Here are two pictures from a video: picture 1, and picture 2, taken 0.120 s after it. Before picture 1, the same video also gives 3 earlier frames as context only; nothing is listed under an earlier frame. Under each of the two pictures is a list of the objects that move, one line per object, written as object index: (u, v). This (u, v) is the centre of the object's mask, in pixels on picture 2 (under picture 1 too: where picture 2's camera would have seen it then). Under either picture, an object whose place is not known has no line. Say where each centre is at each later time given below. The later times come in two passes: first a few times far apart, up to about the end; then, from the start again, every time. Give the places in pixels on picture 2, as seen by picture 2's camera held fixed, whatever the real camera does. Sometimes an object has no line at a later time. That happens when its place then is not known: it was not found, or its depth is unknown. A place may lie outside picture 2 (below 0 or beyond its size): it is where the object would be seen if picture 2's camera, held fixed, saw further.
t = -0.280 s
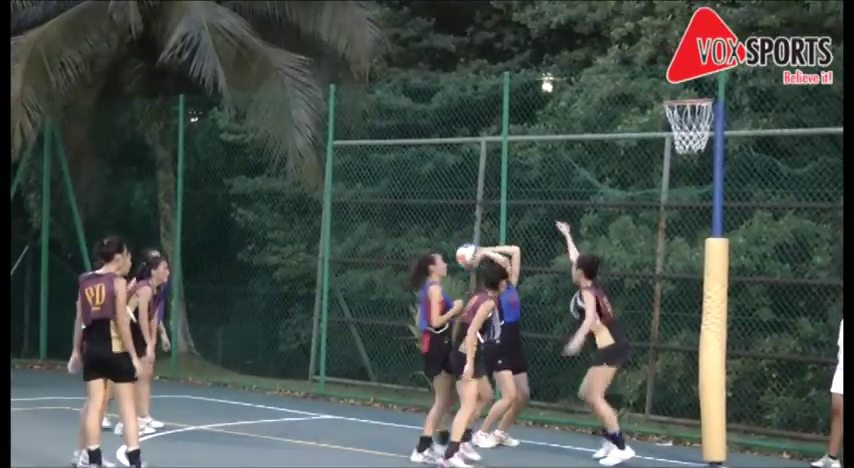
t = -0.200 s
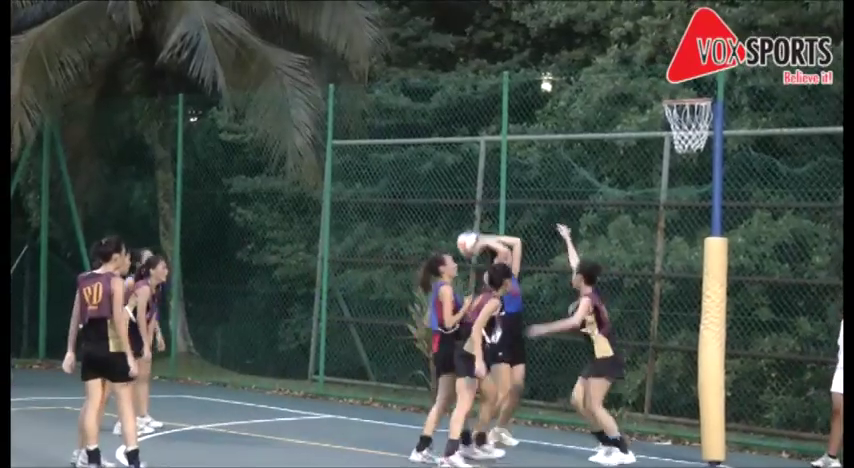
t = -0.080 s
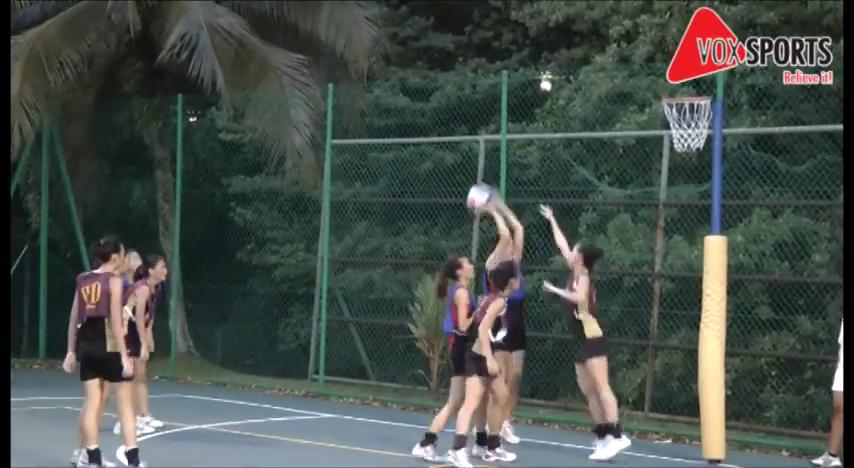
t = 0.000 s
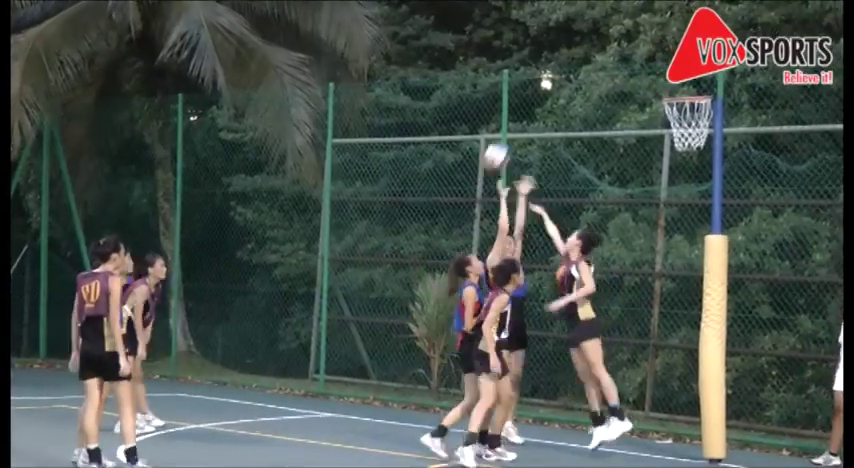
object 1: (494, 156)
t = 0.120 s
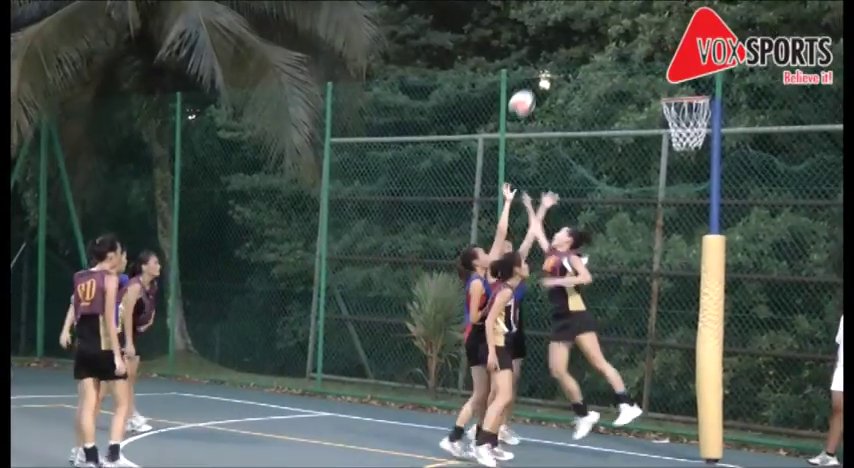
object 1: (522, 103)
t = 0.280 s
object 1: (558, 55)
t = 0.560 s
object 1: (620, 41)
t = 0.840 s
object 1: (682, 89)
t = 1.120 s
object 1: (684, 119)
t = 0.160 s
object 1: (532, 89)
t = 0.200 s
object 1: (540, 76)
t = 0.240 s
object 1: (549, 66)
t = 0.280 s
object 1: (558, 55)
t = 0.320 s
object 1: (567, 49)
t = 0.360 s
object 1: (576, 43)
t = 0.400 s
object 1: (585, 38)
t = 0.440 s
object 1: (594, 36)
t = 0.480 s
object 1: (603, 36)
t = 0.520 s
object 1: (612, 37)
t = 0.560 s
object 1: (620, 41)
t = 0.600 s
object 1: (630, 46)
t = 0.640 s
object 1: (639, 52)
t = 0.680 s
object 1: (647, 61)
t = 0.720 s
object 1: (655, 71)
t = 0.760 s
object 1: (663, 84)
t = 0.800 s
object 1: (671, 88)
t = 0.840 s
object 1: (682, 89)
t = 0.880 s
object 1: (689, 90)
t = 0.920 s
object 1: (691, 90)
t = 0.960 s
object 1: (693, 94)
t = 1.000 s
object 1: (694, 101)
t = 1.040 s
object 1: (691, 105)
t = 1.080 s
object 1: (688, 111)
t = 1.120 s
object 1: (684, 119)
